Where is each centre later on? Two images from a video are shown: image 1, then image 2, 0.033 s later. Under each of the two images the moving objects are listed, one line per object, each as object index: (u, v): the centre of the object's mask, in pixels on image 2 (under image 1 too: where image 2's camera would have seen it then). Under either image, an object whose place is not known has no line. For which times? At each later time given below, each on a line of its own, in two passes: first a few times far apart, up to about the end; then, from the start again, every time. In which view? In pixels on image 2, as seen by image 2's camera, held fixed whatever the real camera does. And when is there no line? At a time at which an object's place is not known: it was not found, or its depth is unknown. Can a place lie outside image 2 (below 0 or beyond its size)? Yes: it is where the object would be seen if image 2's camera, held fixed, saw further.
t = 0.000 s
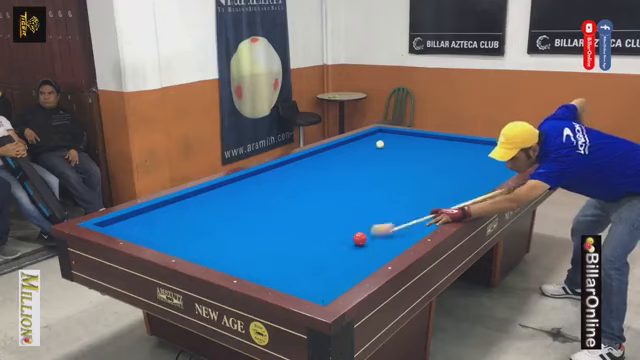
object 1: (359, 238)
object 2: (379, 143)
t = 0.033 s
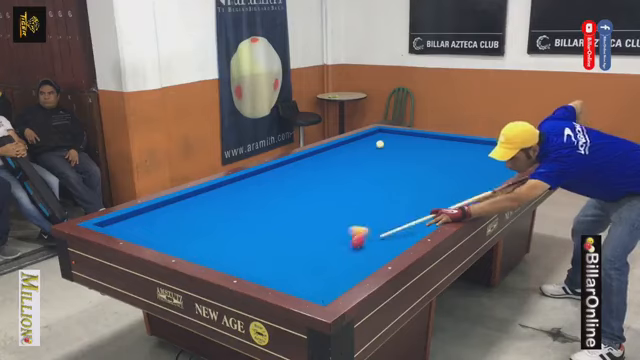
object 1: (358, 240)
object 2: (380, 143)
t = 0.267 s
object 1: (317, 286)
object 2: (379, 143)
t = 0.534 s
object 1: (381, 251)
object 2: (380, 143)
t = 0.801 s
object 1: (413, 228)
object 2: (380, 143)
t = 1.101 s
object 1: (441, 206)
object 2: (380, 143)
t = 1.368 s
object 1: (462, 190)
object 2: (380, 143)
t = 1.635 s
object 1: (479, 176)
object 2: (380, 143)
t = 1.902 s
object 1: (495, 164)
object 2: (380, 143)
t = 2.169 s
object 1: (508, 154)
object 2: (380, 143)
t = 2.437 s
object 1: (519, 146)
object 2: (380, 143)
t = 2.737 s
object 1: (503, 150)
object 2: (380, 143)
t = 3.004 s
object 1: (489, 155)
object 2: (380, 143)
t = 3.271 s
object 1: (475, 159)
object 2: (380, 143)
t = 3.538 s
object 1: (460, 164)
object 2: (380, 143)
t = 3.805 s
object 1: (445, 169)
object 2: (380, 143)
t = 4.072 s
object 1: (430, 174)
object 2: (379, 143)
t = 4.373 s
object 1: (411, 180)
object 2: (380, 144)
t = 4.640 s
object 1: (395, 185)
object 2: (380, 144)
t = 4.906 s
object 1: (377, 190)
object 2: (383, 146)
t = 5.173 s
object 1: (359, 196)
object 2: (386, 149)
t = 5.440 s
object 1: (340, 202)
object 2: (389, 151)
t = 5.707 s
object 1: (321, 209)
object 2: (393, 154)
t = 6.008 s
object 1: (299, 216)
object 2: (397, 157)
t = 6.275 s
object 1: (278, 223)
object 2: (401, 159)
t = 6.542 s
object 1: (256, 229)
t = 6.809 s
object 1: (234, 237)
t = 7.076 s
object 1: (211, 244)
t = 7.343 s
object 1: (187, 250)
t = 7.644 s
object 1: (197, 246)
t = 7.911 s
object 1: (206, 240)
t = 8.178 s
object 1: (214, 236)
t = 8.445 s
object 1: (221, 231)
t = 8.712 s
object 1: (227, 227)
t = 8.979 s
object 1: (233, 223)
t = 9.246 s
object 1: (239, 220)
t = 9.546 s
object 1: (244, 216)
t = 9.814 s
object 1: (248, 214)
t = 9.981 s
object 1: (251, 212)
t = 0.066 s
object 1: (350, 248)
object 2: (379, 143)
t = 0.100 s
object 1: (341, 256)
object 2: (379, 143)
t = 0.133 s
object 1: (333, 264)
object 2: (379, 143)
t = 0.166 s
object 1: (324, 272)
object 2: (379, 143)
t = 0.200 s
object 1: (316, 281)
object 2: (379, 143)
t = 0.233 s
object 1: (308, 288)
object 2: (379, 143)
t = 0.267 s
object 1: (317, 286)
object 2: (379, 143)
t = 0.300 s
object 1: (327, 280)
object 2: (379, 143)
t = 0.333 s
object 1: (336, 275)
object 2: (380, 143)
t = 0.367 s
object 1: (345, 271)
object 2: (380, 143)
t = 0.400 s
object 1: (354, 266)
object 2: (380, 143)
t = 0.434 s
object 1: (361, 262)
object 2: (380, 143)
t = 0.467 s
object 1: (368, 259)
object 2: (380, 143)
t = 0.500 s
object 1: (374, 255)
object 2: (380, 143)
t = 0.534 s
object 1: (381, 251)
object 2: (380, 143)
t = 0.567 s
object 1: (386, 248)
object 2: (380, 143)
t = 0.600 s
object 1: (390, 245)
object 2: (380, 143)
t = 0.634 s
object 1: (394, 242)
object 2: (380, 143)
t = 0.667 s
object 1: (398, 239)
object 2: (380, 143)
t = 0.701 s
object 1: (402, 236)
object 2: (380, 143)
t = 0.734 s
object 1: (405, 234)
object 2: (380, 143)
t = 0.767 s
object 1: (410, 230)
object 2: (380, 143)
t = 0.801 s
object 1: (413, 228)
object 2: (380, 143)
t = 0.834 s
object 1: (416, 225)
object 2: (380, 143)
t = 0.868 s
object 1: (420, 223)
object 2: (380, 143)
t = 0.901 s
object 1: (423, 220)
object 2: (380, 143)
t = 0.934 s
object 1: (426, 218)
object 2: (380, 143)
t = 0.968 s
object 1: (429, 216)
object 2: (380, 143)
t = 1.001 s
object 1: (432, 213)
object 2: (380, 143)
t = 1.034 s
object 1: (435, 211)
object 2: (380, 143)
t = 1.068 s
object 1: (438, 208)
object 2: (380, 143)
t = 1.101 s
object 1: (441, 206)
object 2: (380, 143)
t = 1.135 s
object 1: (444, 204)
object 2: (380, 143)
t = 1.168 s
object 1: (447, 202)
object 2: (380, 143)
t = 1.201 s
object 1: (449, 200)
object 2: (380, 143)
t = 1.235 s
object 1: (452, 198)
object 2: (380, 143)
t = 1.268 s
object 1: (454, 196)
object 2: (380, 143)
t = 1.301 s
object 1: (457, 194)
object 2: (380, 143)
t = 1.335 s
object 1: (460, 192)
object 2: (380, 143)
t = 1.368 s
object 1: (462, 190)
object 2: (380, 143)
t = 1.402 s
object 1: (464, 188)
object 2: (380, 143)
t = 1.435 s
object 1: (466, 186)
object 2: (380, 143)
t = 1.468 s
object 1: (469, 185)
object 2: (380, 143)
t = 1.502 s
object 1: (471, 183)
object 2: (380, 143)
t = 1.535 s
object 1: (473, 181)
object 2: (380, 143)
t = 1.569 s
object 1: (475, 179)
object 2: (380, 143)
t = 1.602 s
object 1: (477, 178)
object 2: (380, 143)
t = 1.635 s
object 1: (479, 176)
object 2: (380, 143)
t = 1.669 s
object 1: (481, 175)
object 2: (380, 143)
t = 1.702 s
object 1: (483, 173)
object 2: (380, 143)
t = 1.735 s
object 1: (485, 171)
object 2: (380, 143)
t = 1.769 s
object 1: (487, 170)
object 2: (380, 143)
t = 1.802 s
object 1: (489, 169)
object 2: (380, 143)
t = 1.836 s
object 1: (491, 167)
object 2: (380, 143)
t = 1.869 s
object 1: (493, 166)
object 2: (380, 143)
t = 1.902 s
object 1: (495, 164)
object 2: (380, 143)
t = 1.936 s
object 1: (497, 163)
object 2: (380, 143)
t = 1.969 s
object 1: (498, 162)
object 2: (380, 143)
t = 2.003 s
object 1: (500, 161)
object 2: (380, 143)
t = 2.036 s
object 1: (501, 159)
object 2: (380, 143)
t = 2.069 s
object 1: (503, 158)
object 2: (380, 143)
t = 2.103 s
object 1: (504, 156)
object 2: (380, 143)
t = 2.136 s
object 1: (506, 156)
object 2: (380, 143)
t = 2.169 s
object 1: (508, 154)
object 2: (380, 143)
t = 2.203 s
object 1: (509, 153)
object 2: (380, 143)
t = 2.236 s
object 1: (511, 152)
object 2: (380, 143)
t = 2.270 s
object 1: (512, 151)
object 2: (380, 143)
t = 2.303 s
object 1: (514, 150)
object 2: (380, 143)
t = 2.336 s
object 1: (515, 149)
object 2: (380, 143)
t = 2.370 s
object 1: (516, 147)
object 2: (380, 143)
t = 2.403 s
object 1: (518, 147)
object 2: (380, 143)
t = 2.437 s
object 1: (519, 146)
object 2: (380, 143)
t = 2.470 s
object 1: (518, 146)
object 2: (380, 143)
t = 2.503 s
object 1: (516, 146)
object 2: (380, 143)
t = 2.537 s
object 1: (514, 147)
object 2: (380, 143)
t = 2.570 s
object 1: (512, 147)
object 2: (380, 143)
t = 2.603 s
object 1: (510, 148)
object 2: (380, 143)
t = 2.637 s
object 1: (509, 149)
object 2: (380, 143)
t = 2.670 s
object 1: (507, 149)
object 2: (380, 143)
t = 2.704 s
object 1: (505, 150)
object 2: (380, 143)
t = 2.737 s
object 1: (503, 150)
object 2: (380, 143)
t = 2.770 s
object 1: (502, 151)
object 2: (380, 143)
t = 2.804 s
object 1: (500, 151)
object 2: (380, 143)
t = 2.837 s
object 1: (499, 152)
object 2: (380, 143)
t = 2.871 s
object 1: (496, 153)
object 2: (380, 143)
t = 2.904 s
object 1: (495, 153)
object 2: (380, 143)
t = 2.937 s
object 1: (493, 154)
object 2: (380, 143)
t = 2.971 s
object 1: (491, 154)
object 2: (380, 143)
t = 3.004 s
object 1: (489, 155)
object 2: (380, 143)
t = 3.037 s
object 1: (488, 155)
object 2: (380, 143)
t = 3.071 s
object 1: (486, 156)
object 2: (380, 143)
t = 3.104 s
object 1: (484, 156)
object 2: (380, 143)
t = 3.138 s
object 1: (483, 157)
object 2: (380, 143)
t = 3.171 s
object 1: (481, 158)
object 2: (380, 143)
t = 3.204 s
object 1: (479, 158)
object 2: (380, 143)
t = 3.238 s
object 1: (477, 159)
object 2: (380, 143)
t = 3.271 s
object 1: (475, 159)
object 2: (380, 143)
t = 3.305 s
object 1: (473, 160)
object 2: (380, 143)
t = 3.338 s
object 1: (472, 160)
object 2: (380, 143)
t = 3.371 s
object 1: (470, 161)
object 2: (380, 143)
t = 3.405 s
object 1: (468, 161)
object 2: (380, 143)
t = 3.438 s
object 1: (466, 162)
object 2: (380, 143)
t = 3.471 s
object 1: (465, 163)
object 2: (380, 143)
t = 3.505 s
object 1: (462, 164)
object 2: (380, 143)
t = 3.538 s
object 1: (460, 164)
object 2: (380, 143)
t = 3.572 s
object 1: (458, 165)
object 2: (380, 143)
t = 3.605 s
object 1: (457, 165)
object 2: (380, 143)
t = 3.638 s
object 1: (455, 166)
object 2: (380, 143)
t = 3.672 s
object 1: (453, 166)
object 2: (380, 143)
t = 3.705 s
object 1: (451, 167)
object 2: (380, 143)
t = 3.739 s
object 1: (449, 167)
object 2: (380, 143)
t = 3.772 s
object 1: (447, 168)
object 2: (380, 143)
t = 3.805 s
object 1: (445, 169)
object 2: (380, 143)
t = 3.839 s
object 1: (443, 169)
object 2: (380, 143)
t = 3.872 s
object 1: (442, 170)
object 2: (380, 143)
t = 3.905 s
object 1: (440, 171)
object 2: (380, 143)
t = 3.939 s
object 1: (438, 171)
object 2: (379, 143)
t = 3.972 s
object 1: (435, 172)
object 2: (379, 143)
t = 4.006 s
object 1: (433, 172)
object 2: (379, 143)
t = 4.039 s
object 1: (431, 173)
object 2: (379, 143)
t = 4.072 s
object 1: (430, 174)
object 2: (379, 143)
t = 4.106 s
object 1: (427, 174)
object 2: (379, 143)
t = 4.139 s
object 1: (426, 175)
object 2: (379, 143)
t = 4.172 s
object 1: (424, 176)
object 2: (380, 143)
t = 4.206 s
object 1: (422, 176)
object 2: (380, 144)
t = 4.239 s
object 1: (420, 177)
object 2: (380, 143)
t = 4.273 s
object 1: (418, 177)
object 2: (379, 144)
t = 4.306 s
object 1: (416, 178)
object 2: (379, 144)
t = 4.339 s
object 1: (413, 179)
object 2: (379, 144)
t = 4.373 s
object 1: (411, 180)
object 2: (380, 144)
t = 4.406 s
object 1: (409, 180)
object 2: (379, 144)
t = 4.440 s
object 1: (407, 181)
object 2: (379, 144)
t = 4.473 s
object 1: (405, 182)
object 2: (379, 144)
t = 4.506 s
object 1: (403, 182)
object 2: (380, 144)
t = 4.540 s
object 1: (401, 183)
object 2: (380, 144)
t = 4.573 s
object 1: (399, 183)
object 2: (380, 144)
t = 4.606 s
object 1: (397, 184)
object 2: (380, 144)
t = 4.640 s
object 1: (395, 185)
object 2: (380, 144)
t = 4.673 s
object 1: (393, 185)
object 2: (380, 144)
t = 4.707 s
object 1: (390, 186)
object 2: (380, 144)
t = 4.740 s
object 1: (389, 187)
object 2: (380, 144)
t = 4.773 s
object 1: (386, 188)
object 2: (381, 144)
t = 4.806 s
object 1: (384, 189)
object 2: (381, 145)
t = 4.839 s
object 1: (382, 189)
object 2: (381, 145)
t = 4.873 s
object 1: (380, 190)
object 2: (382, 145)
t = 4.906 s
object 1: (377, 190)
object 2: (383, 146)
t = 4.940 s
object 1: (375, 191)
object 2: (383, 146)
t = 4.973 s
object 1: (373, 192)
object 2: (383, 146)
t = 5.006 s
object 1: (371, 193)
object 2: (384, 147)
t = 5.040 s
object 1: (368, 194)
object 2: (384, 147)
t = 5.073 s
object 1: (366, 194)
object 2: (385, 148)
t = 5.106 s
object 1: (364, 195)
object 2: (385, 148)
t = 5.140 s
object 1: (361, 196)
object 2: (385, 148)
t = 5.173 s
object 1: (359, 196)
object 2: (386, 149)
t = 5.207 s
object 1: (357, 197)
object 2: (386, 149)
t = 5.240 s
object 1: (354, 198)
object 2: (387, 149)
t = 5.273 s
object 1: (352, 199)
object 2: (387, 149)
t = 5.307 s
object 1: (350, 199)
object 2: (388, 150)
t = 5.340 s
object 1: (348, 200)
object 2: (388, 150)
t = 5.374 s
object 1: (345, 201)
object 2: (388, 151)
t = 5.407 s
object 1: (343, 201)
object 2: (389, 151)
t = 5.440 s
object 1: (340, 202)
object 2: (389, 151)
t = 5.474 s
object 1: (338, 203)
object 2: (390, 152)
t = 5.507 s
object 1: (336, 204)
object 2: (390, 152)
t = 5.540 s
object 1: (334, 205)
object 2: (391, 152)
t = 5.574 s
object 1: (331, 206)
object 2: (391, 152)
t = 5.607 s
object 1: (328, 206)
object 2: (392, 153)
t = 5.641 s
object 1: (326, 207)
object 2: (392, 153)
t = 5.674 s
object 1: (324, 208)
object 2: (392, 153)
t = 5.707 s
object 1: (321, 209)
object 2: (393, 154)
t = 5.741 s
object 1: (319, 209)
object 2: (393, 154)
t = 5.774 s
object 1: (316, 210)
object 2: (394, 154)
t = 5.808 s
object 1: (314, 211)
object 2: (394, 155)
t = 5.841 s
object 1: (311, 212)
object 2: (395, 155)
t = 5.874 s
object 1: (309, 213)
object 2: (395, 156)
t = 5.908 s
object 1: (306, 214)
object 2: (396, 156)
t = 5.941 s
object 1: (304, 214)
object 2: (396, 156)
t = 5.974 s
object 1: (301, 215)
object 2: (397, 156)
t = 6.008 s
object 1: (299, 216)
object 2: (397, 157)
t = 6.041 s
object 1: (296, 217)
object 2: (397, 157)
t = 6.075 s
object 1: (294, 218)
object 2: (398, 157)
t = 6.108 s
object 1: (291, 218)
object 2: (398, 158)
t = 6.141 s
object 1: (288, 219)
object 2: (399, 158)
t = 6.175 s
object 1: (286, 220)
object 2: (399, 159)
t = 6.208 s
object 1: (283, 221)
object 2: (399, 159)
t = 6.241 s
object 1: (281, 222)
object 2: (400, 159)
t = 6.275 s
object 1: (278, 223)
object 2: (401, 159)
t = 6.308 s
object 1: (275, 224)
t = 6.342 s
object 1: (273, 224)
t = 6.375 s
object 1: (270, 225)
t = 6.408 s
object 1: (267, 226)
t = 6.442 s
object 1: (264, 227)
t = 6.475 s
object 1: (262, 228)
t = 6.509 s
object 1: (259, 229)
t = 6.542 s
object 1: (256, 229)
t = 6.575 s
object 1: (253, 230)
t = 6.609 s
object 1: (251, 231)
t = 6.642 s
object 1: (248, 232)
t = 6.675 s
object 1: (245, 233)
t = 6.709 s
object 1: (242, 234)
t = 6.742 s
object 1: (239, 235)
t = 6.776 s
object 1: (237, 236)
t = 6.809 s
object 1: (234, 237)
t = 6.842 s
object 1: (231, 238)
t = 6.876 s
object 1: (228, 239)
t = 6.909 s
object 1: (225, 239)
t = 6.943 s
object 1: (223, 240)
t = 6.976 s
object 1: (220, 242)
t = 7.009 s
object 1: (217, 243)
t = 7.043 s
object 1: (214, 243)
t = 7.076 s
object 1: (211, 244)
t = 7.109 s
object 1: (208, 245)
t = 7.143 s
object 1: (205, 246)
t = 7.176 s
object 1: (202, 247)
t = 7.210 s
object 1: (199, 248)
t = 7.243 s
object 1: (196, 249)
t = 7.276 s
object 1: (193, 249)
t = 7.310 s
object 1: (190, 250)
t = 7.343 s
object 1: (187, 250)
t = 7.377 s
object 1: (188, 250)
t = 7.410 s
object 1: (190, 250)
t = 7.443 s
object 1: (190, 250)
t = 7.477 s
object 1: (192, 249)
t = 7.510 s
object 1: (193, 248)
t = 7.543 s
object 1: (194, 248)
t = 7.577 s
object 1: (195, 247)
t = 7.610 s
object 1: (196, 246)
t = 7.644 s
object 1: (197, 246)
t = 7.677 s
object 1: (198, 245)
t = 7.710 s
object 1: (200, 244)
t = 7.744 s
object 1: (201, 243)
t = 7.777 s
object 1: (202, 243)
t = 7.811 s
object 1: (203, 242)
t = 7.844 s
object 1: (204, 242)
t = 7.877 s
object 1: (205, 241)
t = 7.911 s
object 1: (206, 240)
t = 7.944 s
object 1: (207, 239)
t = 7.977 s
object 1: (208, 239)
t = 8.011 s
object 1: (209, 238)
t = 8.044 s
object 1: (210, 238)
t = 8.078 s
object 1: (211, 237)
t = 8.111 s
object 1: (212, 237)
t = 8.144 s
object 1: (213, 236)
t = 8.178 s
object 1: (214, 236)
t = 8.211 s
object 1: (215, 235)
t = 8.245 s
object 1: (215, 235)
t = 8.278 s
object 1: (217, 234)
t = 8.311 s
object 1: (217, 233)
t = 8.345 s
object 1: (218, 233)
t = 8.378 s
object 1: (219, 232)
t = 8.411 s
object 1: (220, 232)
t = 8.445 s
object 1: (221, 231)
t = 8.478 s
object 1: (221, 230)
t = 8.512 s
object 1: (222, 230)
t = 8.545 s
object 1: (223, 230)
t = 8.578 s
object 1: (224, 229)
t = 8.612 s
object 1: (225, 229)
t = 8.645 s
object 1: (226, 228)
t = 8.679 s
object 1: (226, 228)
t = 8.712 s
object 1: (227, 227)
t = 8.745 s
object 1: (228, 226)
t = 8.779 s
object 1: (229, 226)
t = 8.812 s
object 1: (230, 225)
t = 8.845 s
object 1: (230, 225)
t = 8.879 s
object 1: (231, 225)
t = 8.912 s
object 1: (232, 224)
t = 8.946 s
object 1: (232, 224)
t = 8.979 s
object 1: (233, 223)
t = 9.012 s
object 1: (234, 223)
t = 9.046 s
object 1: (234, 222)
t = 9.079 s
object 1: (235, 222)
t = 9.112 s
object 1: (236, 221)
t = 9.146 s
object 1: (236, 221)
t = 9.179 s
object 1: (237, 221)
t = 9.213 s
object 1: (238, 220)
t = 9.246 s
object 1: (239, 220)
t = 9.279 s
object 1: (239, 219)
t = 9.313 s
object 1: (240, 219)
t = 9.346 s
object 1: (240, 219)
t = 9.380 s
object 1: (241, 218)
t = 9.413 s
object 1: (242, 218)
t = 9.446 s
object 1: (242, 217)
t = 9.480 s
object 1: (243, 217)
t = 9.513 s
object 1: (244, 217)
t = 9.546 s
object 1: (244, 216)
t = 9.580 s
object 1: (245, 216)
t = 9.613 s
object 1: (245, 216)
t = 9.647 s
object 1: (246, 215)
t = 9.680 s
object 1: (246, 215)
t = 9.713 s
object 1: (247, 215)
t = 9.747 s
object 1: (247, 214)
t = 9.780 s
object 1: (248, 214)
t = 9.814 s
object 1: (248, 214)
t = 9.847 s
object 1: (249, 214)
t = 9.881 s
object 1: (249, 213)
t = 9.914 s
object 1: (250, 213)
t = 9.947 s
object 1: (250, 213)
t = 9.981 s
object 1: (251, 212)
